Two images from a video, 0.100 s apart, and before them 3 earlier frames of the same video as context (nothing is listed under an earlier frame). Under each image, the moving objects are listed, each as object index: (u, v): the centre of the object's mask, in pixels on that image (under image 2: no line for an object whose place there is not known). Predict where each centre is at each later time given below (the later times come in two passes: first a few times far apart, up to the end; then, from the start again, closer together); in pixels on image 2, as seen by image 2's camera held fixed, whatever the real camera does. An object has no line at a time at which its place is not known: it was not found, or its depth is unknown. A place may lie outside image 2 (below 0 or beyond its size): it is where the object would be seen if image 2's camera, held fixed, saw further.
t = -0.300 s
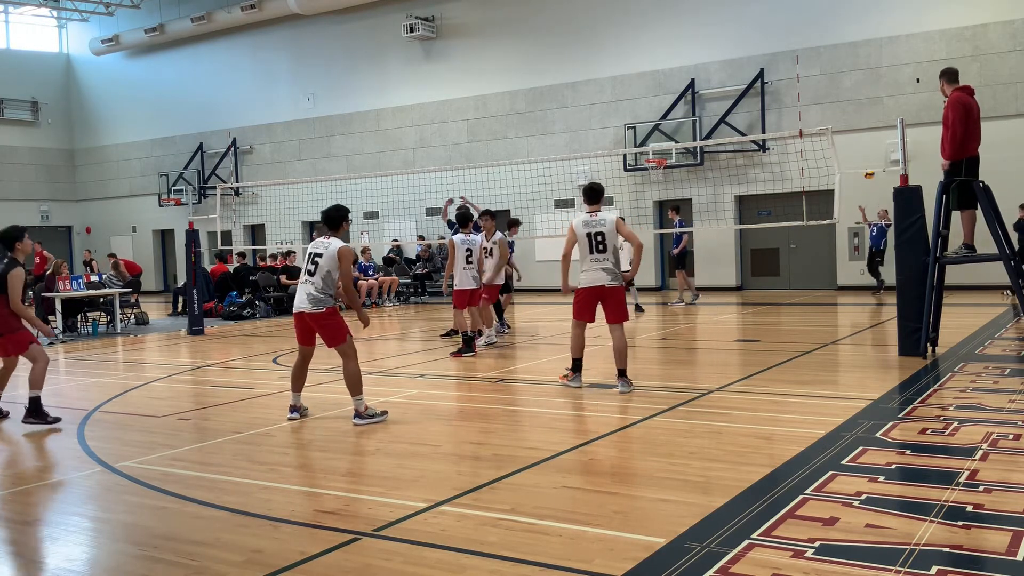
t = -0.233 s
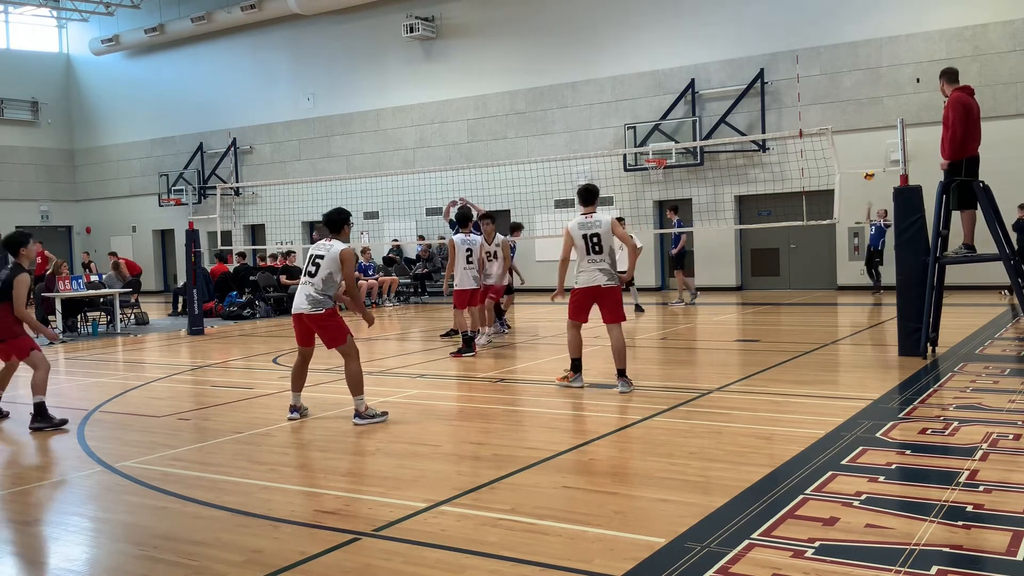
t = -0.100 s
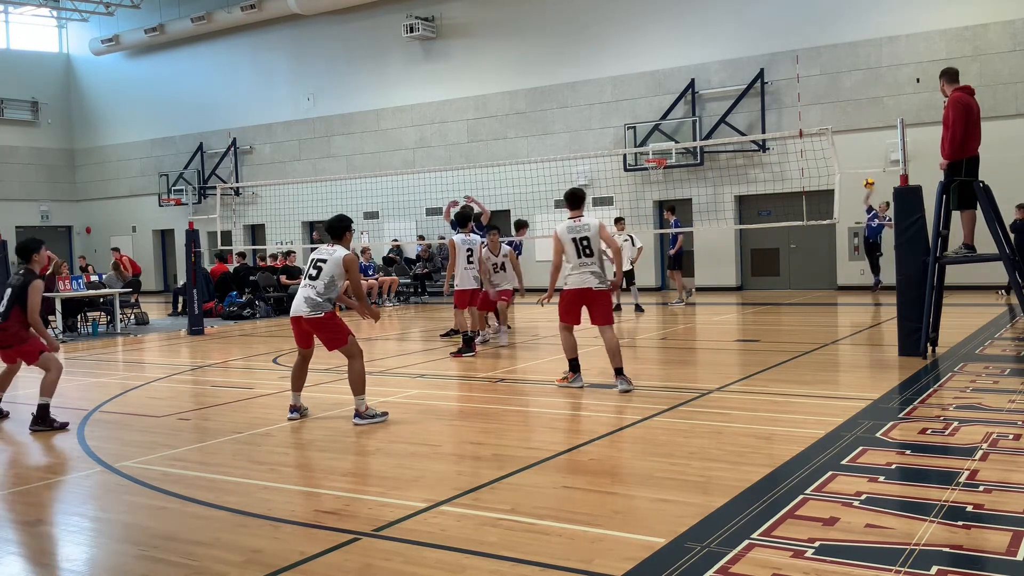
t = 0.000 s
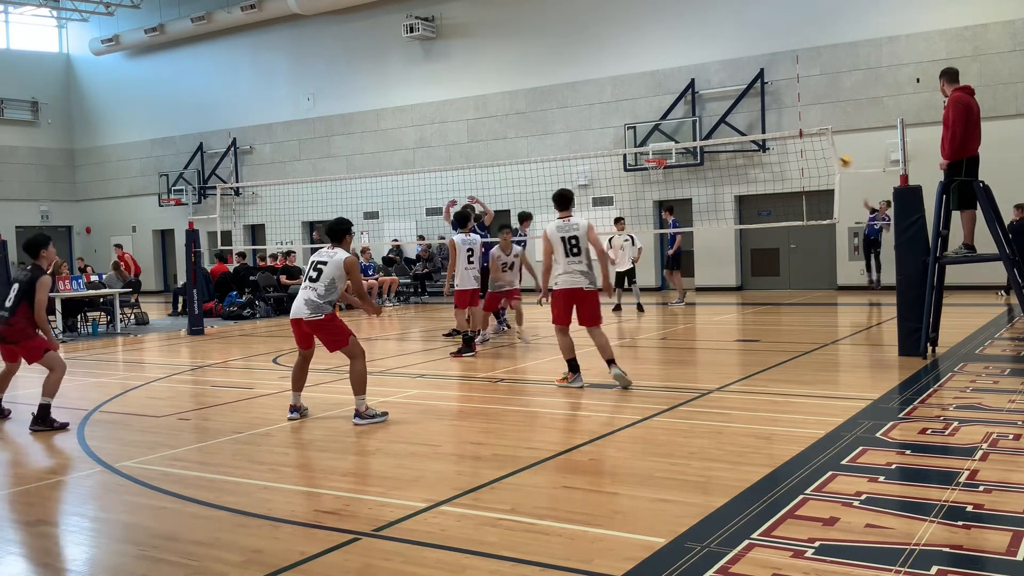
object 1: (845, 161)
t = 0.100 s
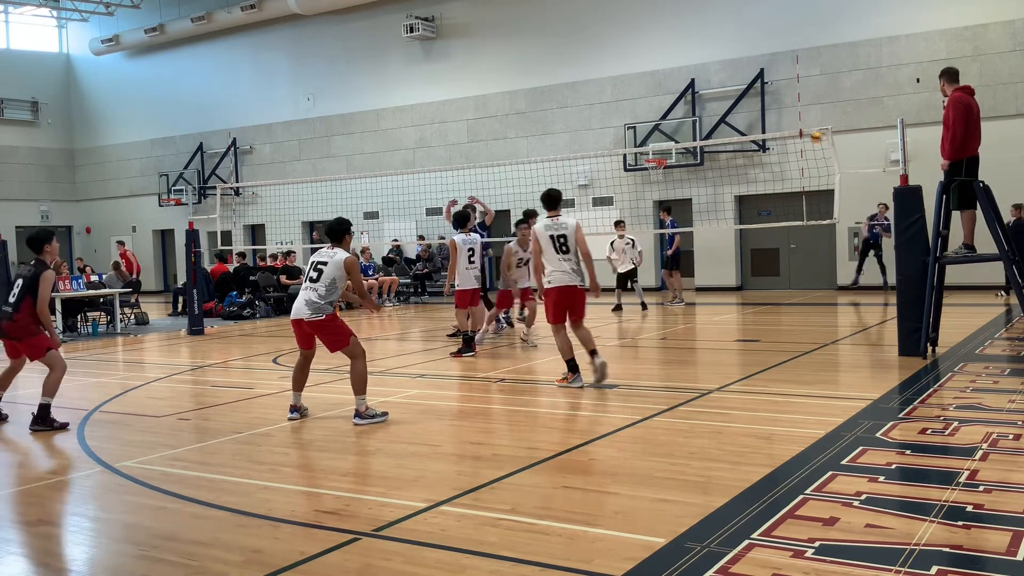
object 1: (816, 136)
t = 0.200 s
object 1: (784, 113)
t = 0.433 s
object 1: (702, 75)
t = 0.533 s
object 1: (661, 68)
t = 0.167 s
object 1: (794, 120)
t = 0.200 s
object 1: (784, 113)
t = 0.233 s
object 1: (773, 106)
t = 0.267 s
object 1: (762, 100)
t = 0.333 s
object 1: (740, 88)
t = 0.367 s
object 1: (728, 83)
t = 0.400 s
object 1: (715, 80)
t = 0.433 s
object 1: (702, 75)
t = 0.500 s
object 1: (675, 69)
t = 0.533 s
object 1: (661, 68)
